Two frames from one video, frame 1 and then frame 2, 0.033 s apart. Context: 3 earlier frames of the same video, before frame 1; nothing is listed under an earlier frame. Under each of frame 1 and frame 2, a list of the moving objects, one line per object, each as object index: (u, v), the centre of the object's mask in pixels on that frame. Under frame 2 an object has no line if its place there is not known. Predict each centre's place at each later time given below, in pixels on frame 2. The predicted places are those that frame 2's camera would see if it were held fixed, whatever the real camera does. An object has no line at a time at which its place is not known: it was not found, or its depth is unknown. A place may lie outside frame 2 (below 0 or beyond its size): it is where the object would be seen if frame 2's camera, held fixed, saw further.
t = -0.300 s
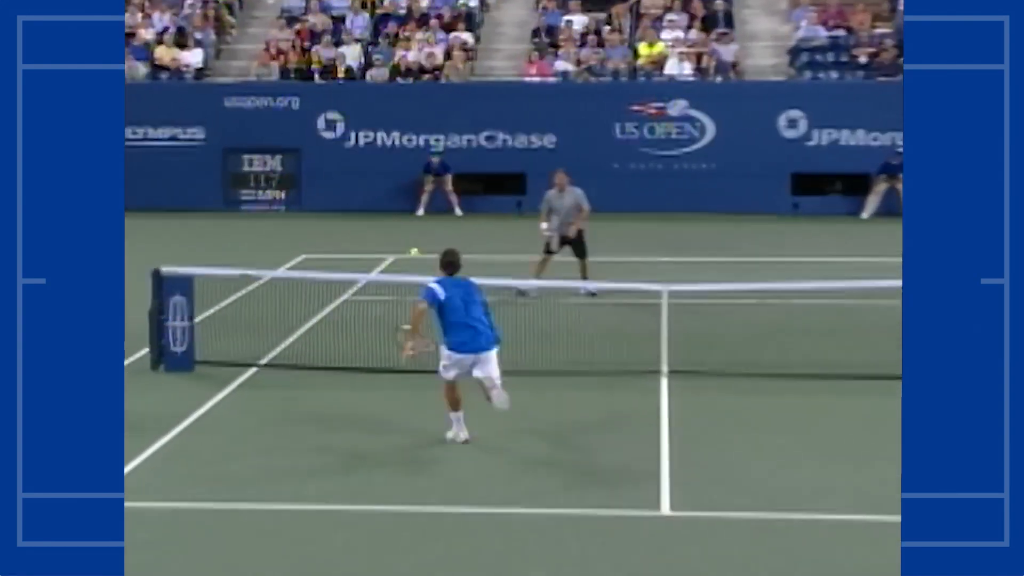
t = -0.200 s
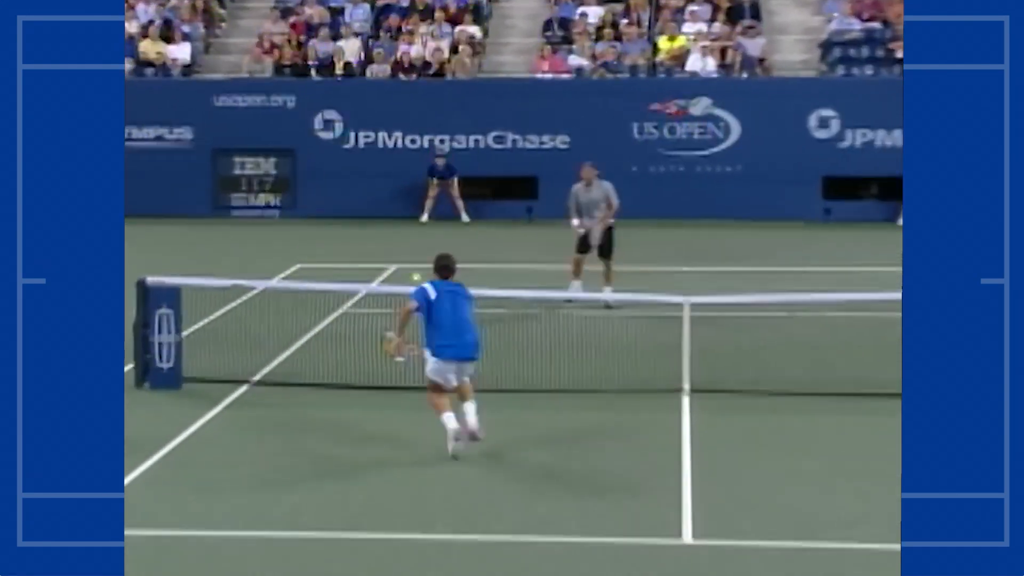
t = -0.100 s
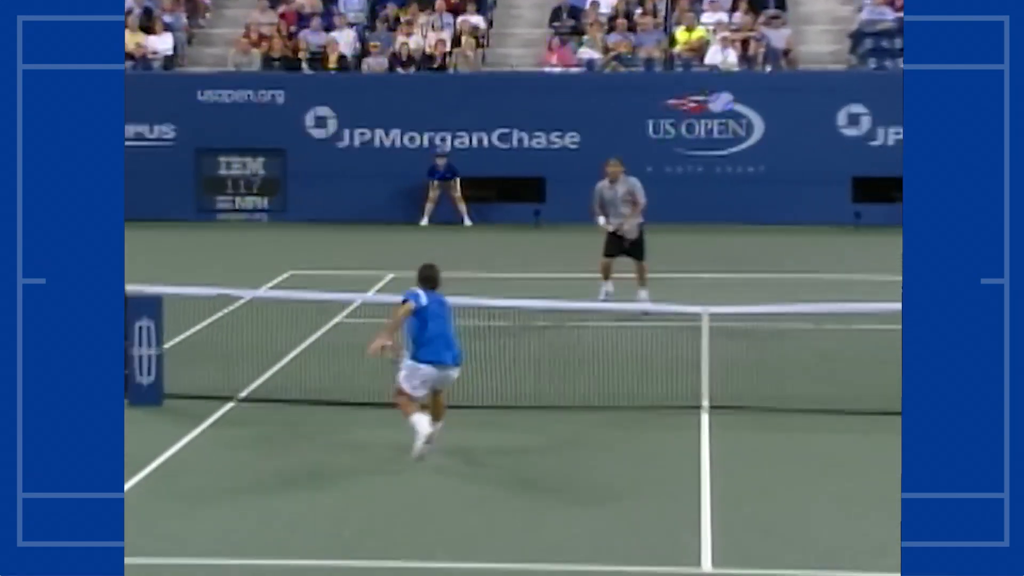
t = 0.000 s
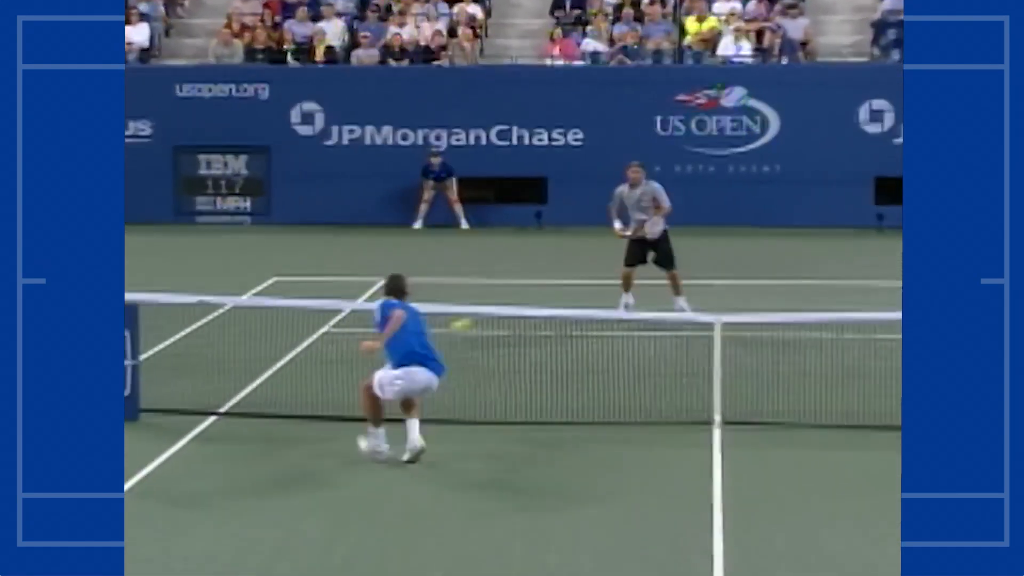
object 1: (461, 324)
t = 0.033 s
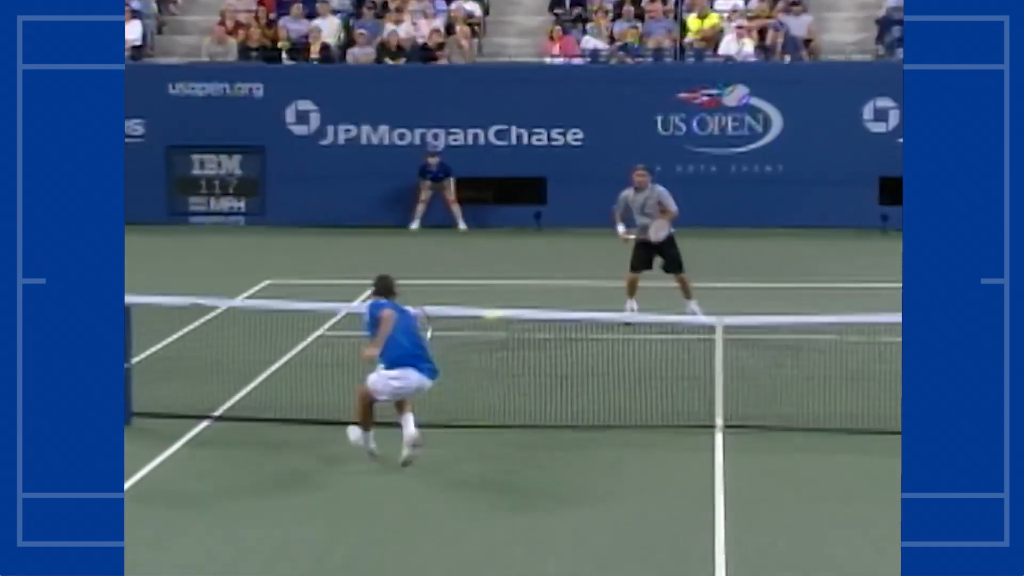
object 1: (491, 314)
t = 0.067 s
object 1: (528, 305)
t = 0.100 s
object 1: (560, 299)
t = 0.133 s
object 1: (594, 292)
